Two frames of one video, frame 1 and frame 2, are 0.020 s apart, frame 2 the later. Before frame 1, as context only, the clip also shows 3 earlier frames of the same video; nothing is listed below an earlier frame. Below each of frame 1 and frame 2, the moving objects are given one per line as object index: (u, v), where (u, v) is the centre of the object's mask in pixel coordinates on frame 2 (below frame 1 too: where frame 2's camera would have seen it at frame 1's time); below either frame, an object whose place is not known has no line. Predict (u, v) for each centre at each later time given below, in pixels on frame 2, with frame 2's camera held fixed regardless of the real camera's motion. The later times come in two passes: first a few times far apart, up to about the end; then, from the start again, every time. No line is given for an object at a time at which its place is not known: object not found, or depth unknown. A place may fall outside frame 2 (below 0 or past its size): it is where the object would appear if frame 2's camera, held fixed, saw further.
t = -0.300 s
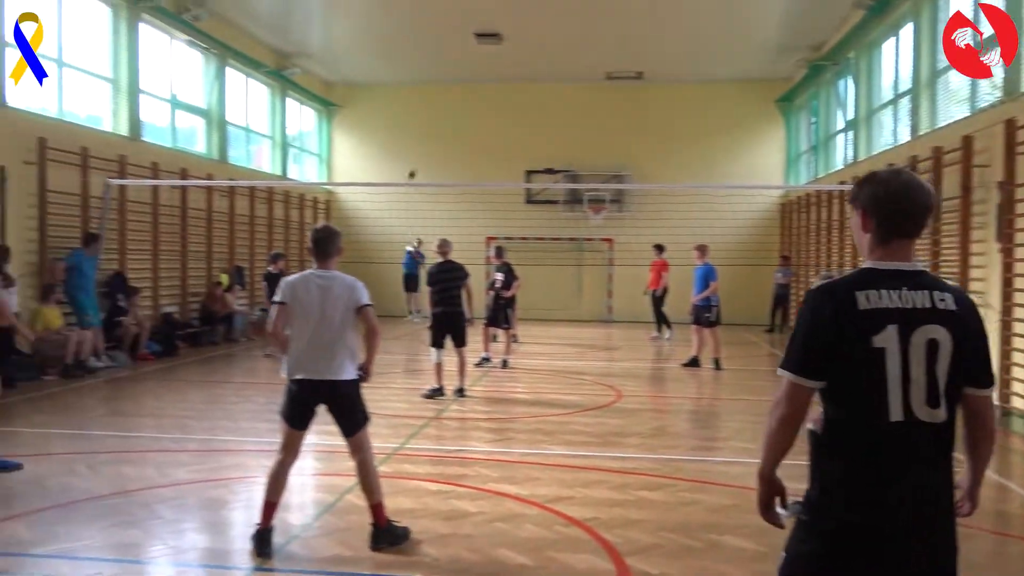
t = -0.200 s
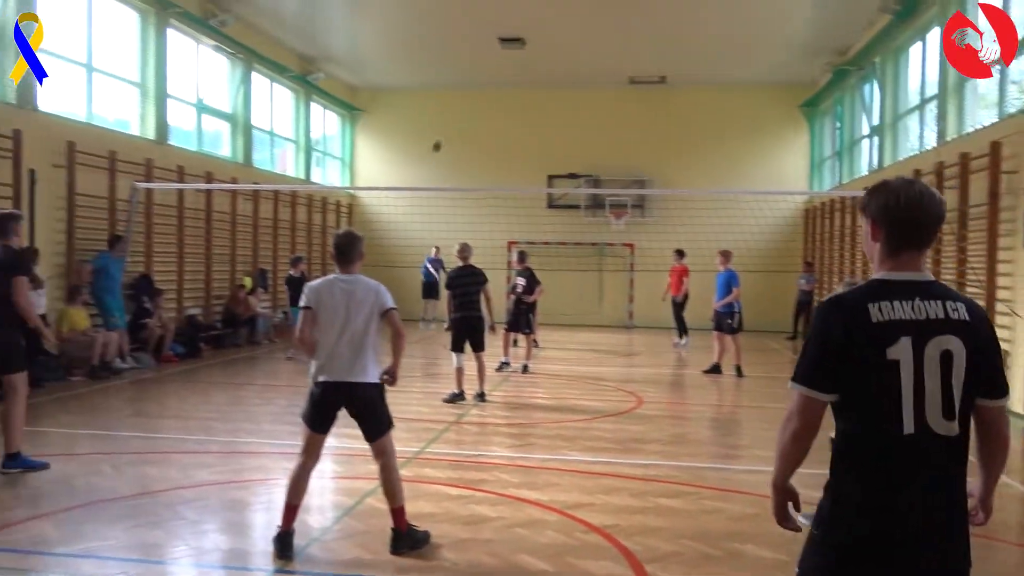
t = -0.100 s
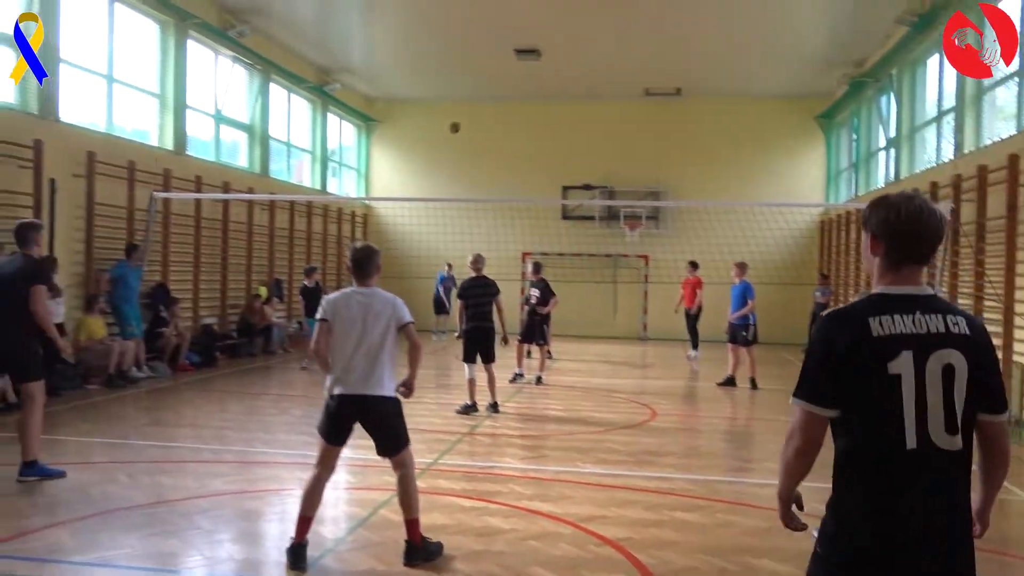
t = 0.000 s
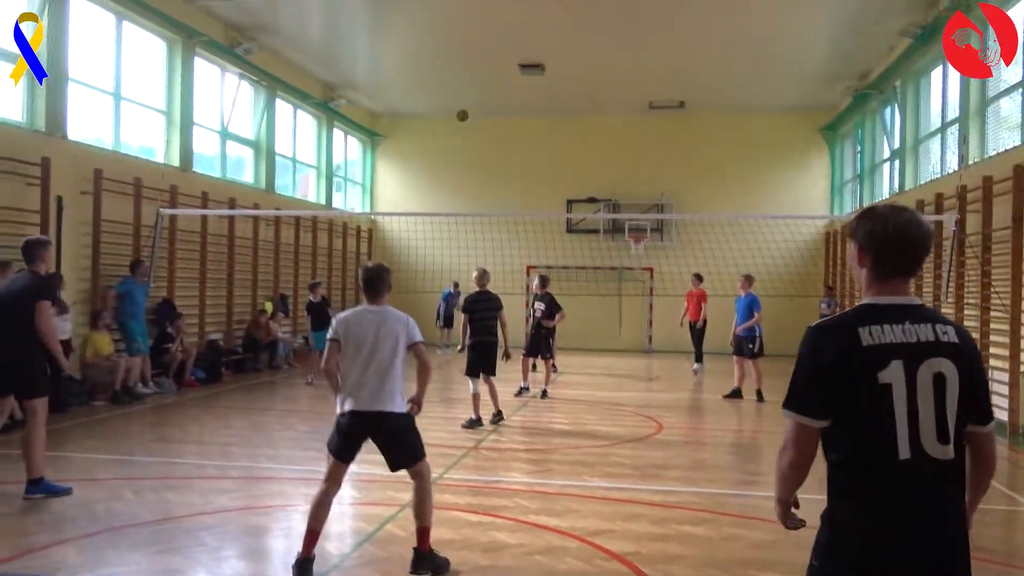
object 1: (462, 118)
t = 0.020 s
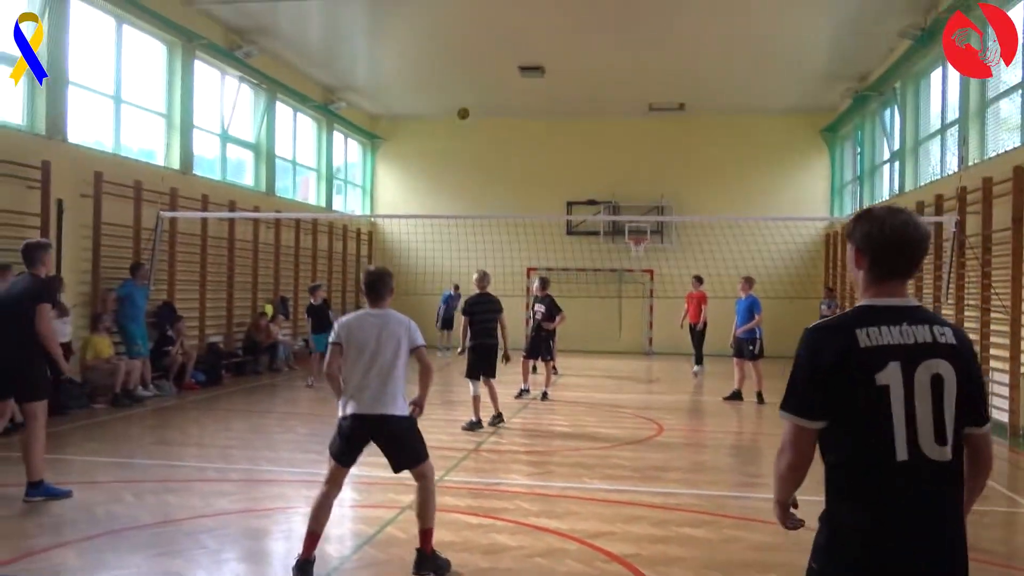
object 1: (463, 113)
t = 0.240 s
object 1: (470, 69)
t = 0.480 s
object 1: (482, 48)
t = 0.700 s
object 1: (493, 73)
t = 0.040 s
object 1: (464, 109)
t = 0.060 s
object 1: (465, 104)
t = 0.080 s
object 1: (466, 100)
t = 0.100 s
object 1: (466, 96)
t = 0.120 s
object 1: (467, 91)
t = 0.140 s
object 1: (467, 87)
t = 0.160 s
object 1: (468, 83)
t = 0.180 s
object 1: (468, 79)
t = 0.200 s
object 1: (469, 75)
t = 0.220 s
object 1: (469, 72)
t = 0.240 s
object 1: (470, 69)
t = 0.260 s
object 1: (471, 66)
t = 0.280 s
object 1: (472, 63)
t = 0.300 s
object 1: (473, 60)
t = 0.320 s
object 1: (473, 58)
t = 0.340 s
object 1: (474, 55)
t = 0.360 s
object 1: (475, 53)
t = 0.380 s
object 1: (476, 51)
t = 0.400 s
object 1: (478, 50)
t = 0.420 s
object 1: (479, 49)
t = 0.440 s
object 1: (480, 48)
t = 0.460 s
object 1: (481, 48)
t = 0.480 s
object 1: (482, 48)
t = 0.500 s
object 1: (483, 48)
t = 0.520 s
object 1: (484, 49)
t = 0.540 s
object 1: (485, 50)
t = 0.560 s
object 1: (486, 51)
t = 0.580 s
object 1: (487, 53)
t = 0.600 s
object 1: (488, 55)
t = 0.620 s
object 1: (489, 58)
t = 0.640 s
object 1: (490, 61)
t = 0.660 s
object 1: (491, 64)
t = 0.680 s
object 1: (492, 68)
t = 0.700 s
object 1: (493, 73)
